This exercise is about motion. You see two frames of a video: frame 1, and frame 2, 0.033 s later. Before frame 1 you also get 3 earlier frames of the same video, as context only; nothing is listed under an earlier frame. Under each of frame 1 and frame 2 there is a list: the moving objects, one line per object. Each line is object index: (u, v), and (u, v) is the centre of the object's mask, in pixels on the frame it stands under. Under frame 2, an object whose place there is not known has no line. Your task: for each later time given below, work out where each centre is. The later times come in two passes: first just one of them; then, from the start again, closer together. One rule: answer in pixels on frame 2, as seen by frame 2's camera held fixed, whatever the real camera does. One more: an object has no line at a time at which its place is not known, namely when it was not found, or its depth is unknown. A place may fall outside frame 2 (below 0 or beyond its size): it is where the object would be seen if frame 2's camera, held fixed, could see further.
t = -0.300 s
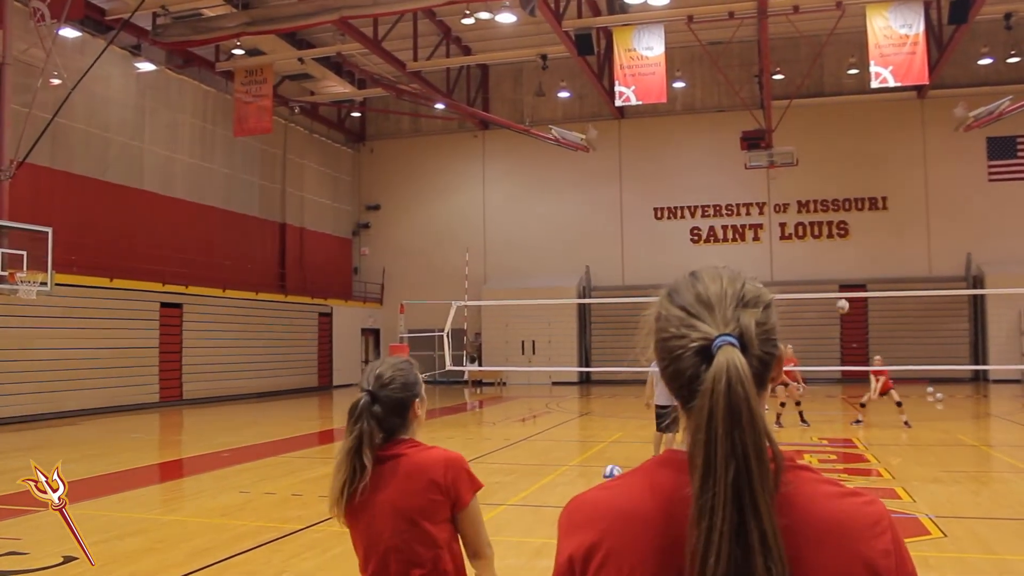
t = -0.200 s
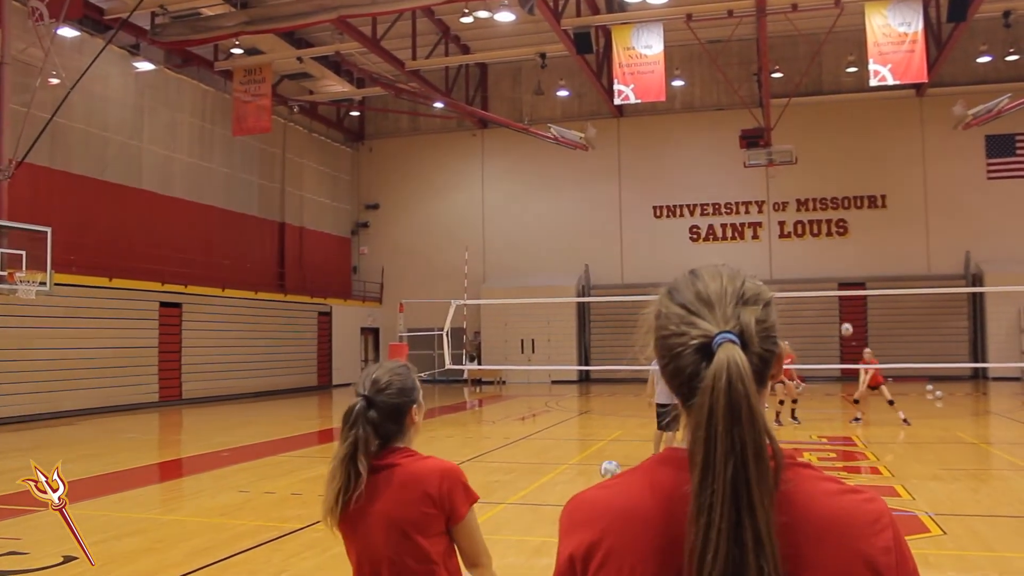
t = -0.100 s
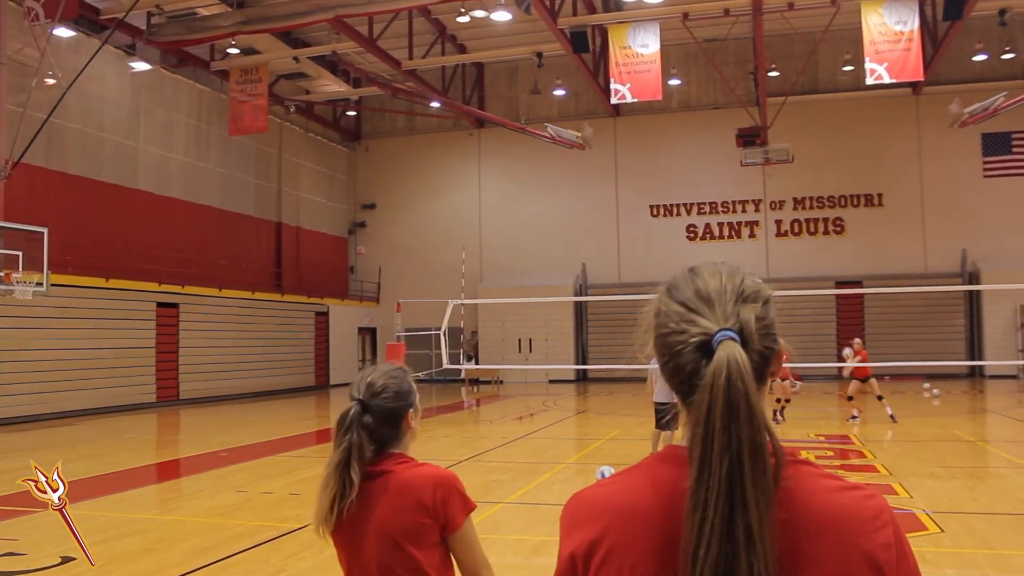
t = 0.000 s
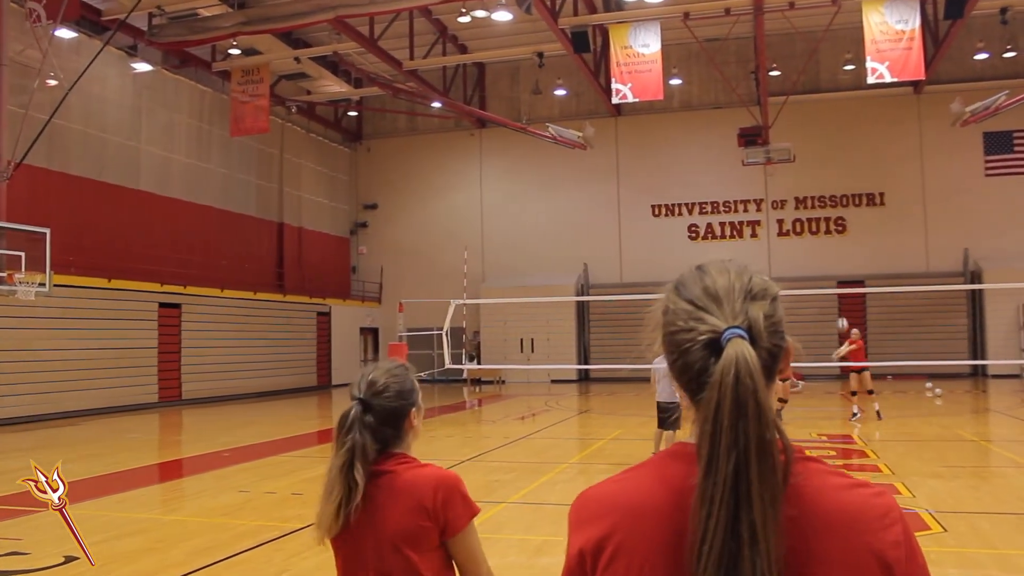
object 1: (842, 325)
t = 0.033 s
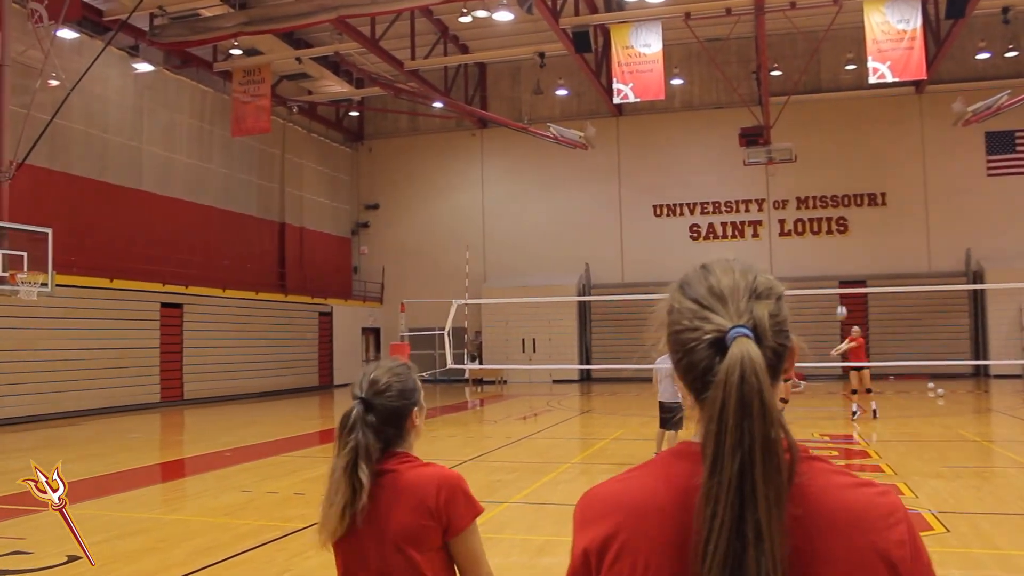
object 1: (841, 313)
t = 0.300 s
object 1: (819, 233)
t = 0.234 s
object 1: (824, 249)
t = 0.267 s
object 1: (822, 240)
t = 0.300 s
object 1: (819, 233)
